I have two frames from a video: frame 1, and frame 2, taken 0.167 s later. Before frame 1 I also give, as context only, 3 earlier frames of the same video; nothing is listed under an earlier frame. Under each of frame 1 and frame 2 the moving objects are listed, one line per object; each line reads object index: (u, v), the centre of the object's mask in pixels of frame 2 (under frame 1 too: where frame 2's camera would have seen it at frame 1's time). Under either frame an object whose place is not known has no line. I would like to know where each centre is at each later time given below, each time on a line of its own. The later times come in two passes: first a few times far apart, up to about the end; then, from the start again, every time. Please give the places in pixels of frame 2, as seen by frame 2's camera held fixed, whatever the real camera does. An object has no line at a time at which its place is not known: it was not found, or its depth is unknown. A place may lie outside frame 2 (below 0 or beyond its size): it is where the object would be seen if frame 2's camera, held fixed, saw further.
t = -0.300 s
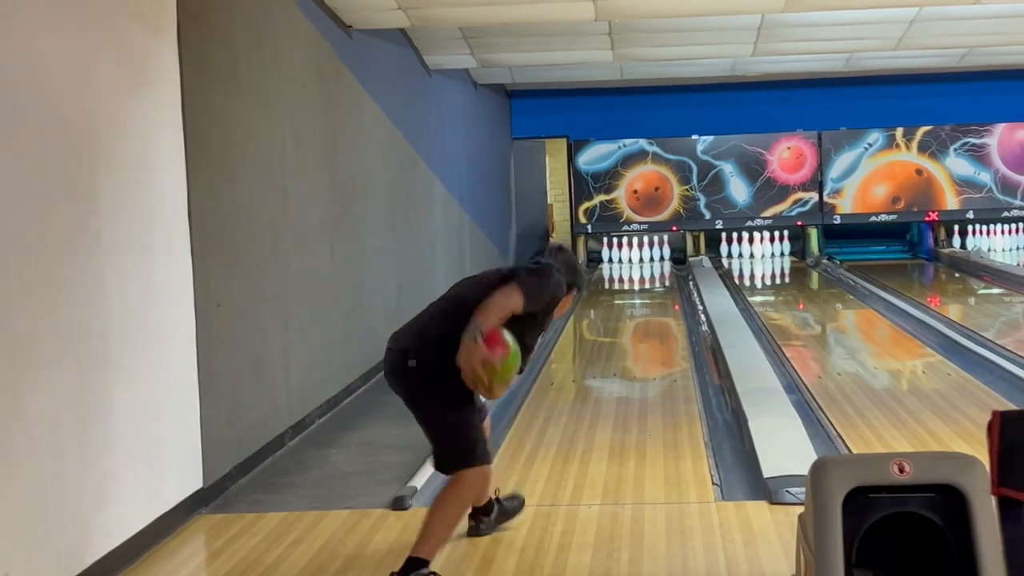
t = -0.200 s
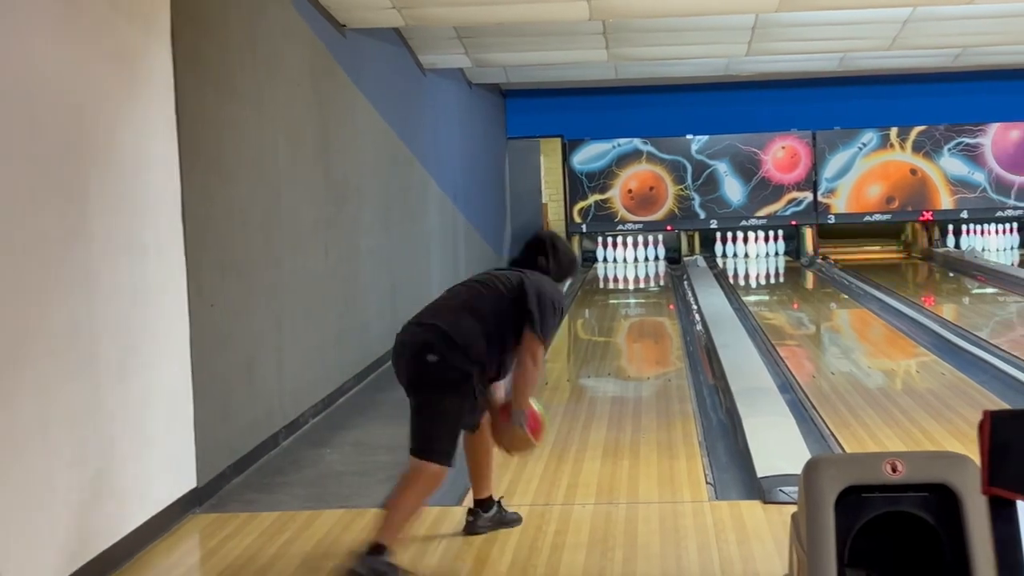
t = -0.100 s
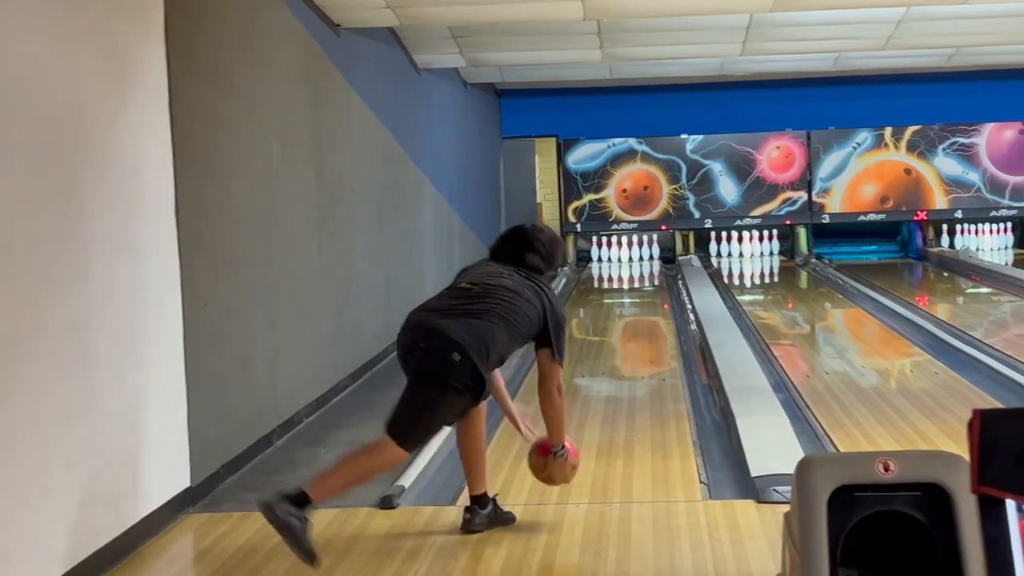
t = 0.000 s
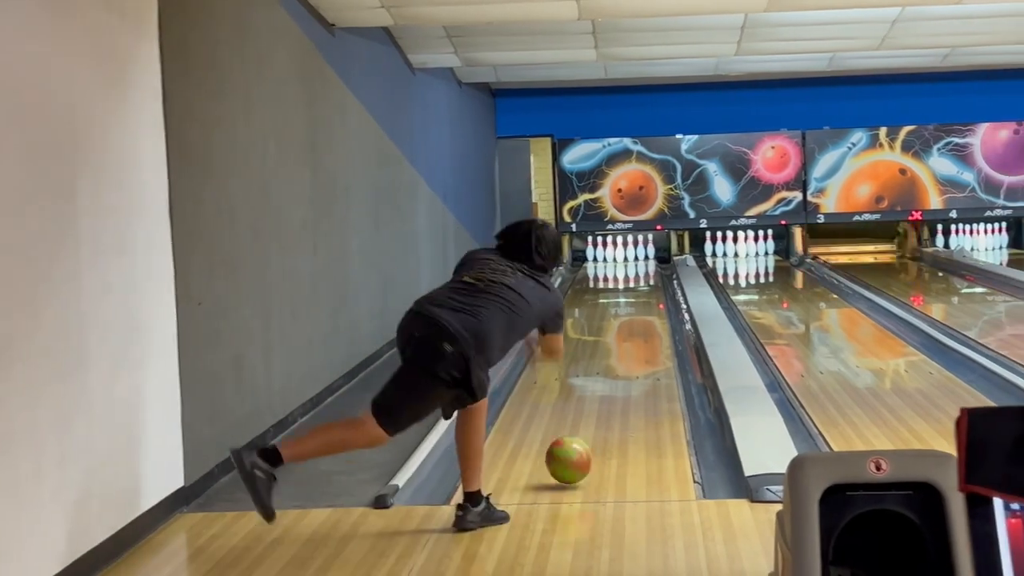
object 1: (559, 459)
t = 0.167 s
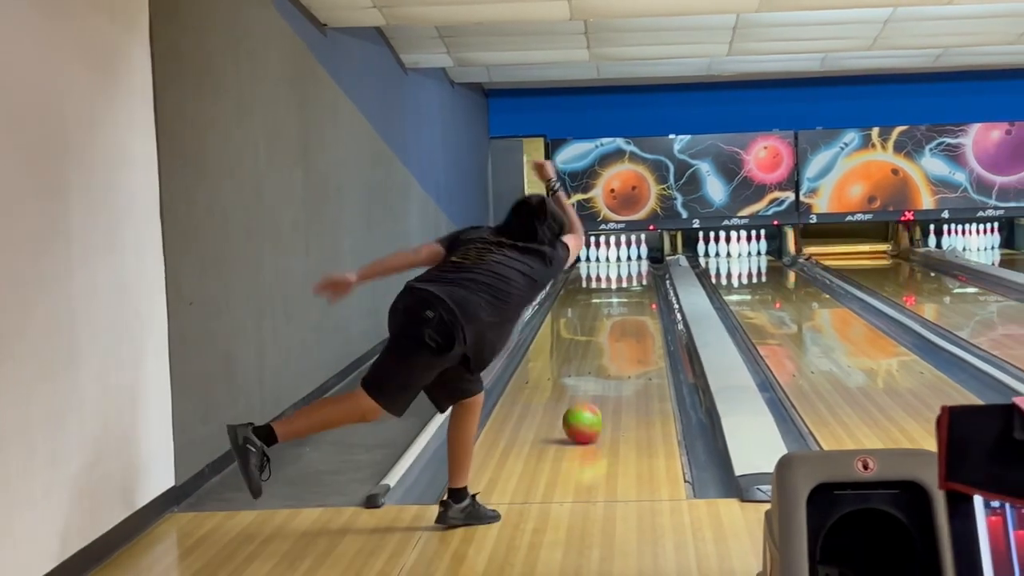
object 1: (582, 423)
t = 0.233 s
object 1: (590, 410)
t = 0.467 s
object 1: (608, 371)
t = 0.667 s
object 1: (620, 347)
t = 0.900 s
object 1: (627, 325)
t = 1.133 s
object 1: (631, 306)
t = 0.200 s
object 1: (586, 416)
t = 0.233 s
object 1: (590, 410)
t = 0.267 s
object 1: (593, 403)
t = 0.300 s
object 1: (596, 398)
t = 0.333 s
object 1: (598, 392)
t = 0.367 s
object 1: (601, 386)
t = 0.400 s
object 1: (604, 381)
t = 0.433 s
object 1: (606, 376)
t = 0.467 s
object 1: (608, 371)
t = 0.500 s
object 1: (610, 366)
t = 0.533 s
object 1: (612, 363)
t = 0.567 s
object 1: (615, 358)
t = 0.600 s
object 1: (616, 355)
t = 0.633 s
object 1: (618, 350)
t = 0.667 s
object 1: (620, 347)
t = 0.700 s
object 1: (621, 343)
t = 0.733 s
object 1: (622, 340)
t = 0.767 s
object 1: (623, 337)
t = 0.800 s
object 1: (624, 332)
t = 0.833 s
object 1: (625, 330)
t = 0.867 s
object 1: (626, 327)
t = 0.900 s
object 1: (627, 325)
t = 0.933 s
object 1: (628, 322)
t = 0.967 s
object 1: (629, 319)
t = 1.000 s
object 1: (629, 318)
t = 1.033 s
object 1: (630, 314)
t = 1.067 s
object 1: (631, 311)
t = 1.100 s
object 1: (631, 309)
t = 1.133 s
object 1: (631, 306)
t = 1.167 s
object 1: (633, 304)
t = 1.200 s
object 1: (633, 302)
